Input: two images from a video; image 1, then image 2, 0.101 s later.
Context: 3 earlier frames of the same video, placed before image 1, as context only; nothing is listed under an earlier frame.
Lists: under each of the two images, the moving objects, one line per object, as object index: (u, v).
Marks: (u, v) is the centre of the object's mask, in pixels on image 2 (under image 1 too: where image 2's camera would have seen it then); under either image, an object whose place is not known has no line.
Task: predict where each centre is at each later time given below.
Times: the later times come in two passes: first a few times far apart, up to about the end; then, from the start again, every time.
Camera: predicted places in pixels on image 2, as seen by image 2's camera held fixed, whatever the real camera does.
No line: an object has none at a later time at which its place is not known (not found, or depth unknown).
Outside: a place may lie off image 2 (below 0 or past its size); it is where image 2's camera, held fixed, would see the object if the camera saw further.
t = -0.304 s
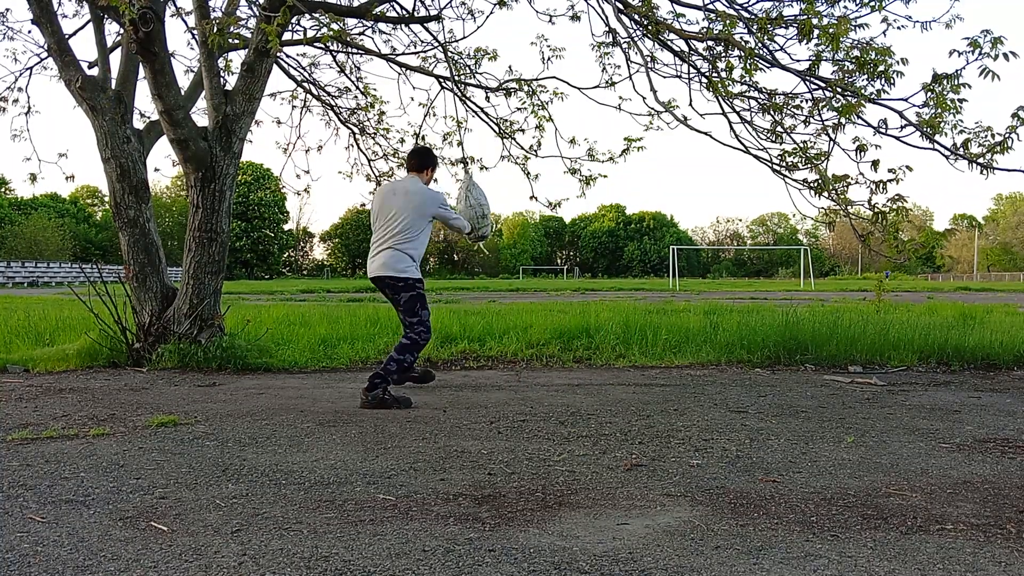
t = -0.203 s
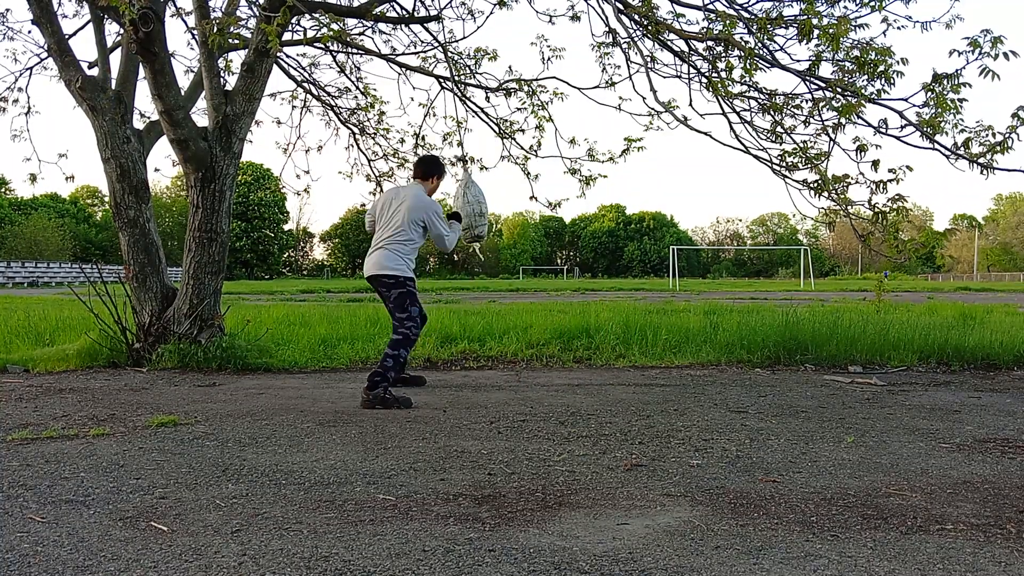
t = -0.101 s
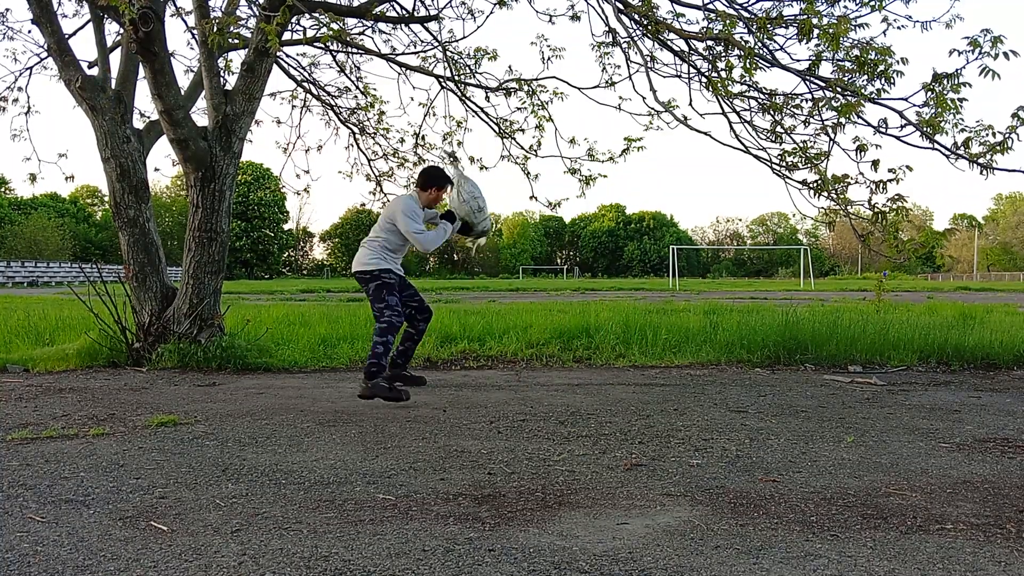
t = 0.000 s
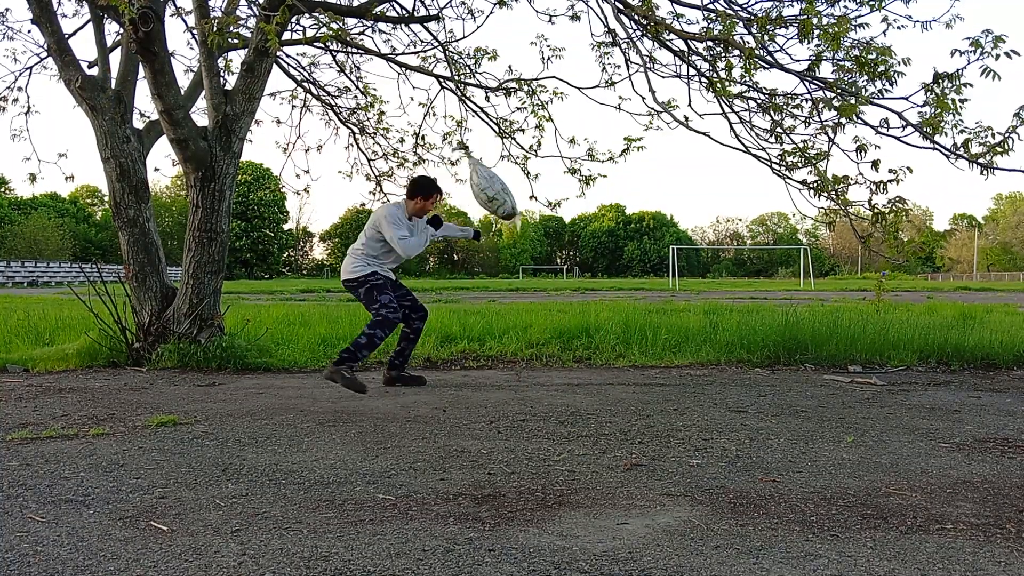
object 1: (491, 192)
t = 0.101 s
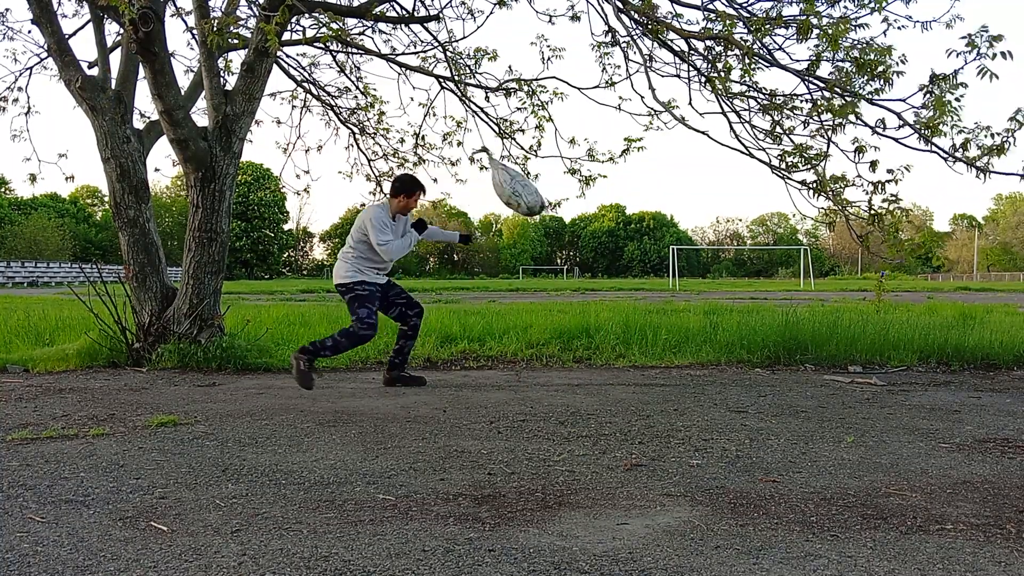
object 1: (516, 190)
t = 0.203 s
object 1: (538, 187)
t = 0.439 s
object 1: (551, 182)
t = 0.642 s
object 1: (535, 190)
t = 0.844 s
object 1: (499, 204)
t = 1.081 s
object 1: (439, 213)
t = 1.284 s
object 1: (384, 206)
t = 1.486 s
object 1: (345, 191)
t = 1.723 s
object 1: (324, 181)
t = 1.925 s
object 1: (332, 185)
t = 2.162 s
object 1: (371, 199)
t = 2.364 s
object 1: (424, 207)
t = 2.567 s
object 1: (479, 203)
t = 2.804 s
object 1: (528, 190)
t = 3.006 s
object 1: (544, 184)
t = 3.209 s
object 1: (537, 188)
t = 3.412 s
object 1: (509, 199)
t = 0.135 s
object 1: (524, 192)
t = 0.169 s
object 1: (532, 191)
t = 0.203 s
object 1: (538, 187)
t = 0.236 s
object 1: (542, 184)
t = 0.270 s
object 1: (544, 180)
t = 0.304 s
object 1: (546, 178)
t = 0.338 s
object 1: (547, 177)
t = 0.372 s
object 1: (549, 178)
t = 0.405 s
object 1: (550, 181)
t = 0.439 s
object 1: (551, 182)
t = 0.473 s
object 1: (550, 182)
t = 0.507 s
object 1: (548, 182)
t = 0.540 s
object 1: (546, 183)
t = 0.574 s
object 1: (543, 184)
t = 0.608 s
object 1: (540, 186)
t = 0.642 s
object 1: (535, 190)
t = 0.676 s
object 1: (529, 193)
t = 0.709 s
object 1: (523, 195)
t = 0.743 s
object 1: (517, 197)
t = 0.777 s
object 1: (511, 199)
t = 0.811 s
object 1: (505, 201)
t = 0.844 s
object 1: (499, 204)
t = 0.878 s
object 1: (492, 206)
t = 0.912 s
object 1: (484, 209)
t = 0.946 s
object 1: (475, 209)
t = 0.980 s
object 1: (466, 209)
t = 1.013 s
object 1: (457, 211)
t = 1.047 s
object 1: (448, 213)
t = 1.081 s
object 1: (439, 213)
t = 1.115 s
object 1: (430, 212)
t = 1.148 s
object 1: (421, 211)
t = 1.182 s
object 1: (412, 210)
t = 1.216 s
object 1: (403, 209)
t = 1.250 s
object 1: (393, 208)
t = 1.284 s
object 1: (384, 206)
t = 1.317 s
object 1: (376, 203)
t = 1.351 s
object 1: (369, 200)
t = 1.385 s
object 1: (362, 197)
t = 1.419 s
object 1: (355, 196)
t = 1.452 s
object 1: (350, 194)
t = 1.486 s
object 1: (345, 191)
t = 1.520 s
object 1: (340, 189)
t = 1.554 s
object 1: (335, 187)
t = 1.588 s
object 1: (331, 186)
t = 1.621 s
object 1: (328, 184)
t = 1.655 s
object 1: (326, 182)
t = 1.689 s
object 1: (324, 182)
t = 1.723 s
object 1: (324, 181)
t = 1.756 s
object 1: (324, 181)
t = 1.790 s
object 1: (325, 181)
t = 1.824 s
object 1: (326, 182)
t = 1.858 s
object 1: (328, 182)
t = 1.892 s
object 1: (330, 183)
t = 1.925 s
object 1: (332, 185)
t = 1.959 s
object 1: (335, 186)
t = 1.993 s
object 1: (339, 188)
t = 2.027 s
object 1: (345, 190)
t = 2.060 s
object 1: (351, 192)
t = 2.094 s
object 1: (357, 195)
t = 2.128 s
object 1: (364, 197)
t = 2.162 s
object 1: (371, 199)
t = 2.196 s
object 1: (379, 201)
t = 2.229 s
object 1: (387, 202)
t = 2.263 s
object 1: (395, 204)
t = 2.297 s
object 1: (405, 205)
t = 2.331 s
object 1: (414, 206)
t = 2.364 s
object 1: (424, 207)
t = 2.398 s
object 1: (434, 207)
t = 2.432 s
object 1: (444, 207)
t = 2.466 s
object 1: (453, 206)
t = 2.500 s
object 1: (462, 204)
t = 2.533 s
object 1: (470, 204)
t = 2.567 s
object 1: (479, 203)
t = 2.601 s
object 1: (487, 202)
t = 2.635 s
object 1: (495, 200)
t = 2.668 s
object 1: (503, 198)
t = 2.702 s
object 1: (511, 196)
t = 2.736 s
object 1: (517, 194)
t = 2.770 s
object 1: (523, 192)
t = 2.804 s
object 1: (528, 190)
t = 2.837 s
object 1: (532, 189)
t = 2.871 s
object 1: (535, 187)
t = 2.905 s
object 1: (538, 186)
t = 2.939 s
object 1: (541, 185)
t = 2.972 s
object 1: (543, 184)
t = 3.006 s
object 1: (544, 184)
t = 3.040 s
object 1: (545, 183)
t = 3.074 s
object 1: (545, 183)
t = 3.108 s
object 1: (544, 184)
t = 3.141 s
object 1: (542, 185)
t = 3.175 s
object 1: (540, 186)
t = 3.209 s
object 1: (537, 188)
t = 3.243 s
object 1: (533, 189)
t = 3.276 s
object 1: (529, 191)
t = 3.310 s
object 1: (525, 193)
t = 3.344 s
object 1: (520, 195)
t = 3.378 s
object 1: (515, 197)
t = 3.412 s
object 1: (509, 199)
